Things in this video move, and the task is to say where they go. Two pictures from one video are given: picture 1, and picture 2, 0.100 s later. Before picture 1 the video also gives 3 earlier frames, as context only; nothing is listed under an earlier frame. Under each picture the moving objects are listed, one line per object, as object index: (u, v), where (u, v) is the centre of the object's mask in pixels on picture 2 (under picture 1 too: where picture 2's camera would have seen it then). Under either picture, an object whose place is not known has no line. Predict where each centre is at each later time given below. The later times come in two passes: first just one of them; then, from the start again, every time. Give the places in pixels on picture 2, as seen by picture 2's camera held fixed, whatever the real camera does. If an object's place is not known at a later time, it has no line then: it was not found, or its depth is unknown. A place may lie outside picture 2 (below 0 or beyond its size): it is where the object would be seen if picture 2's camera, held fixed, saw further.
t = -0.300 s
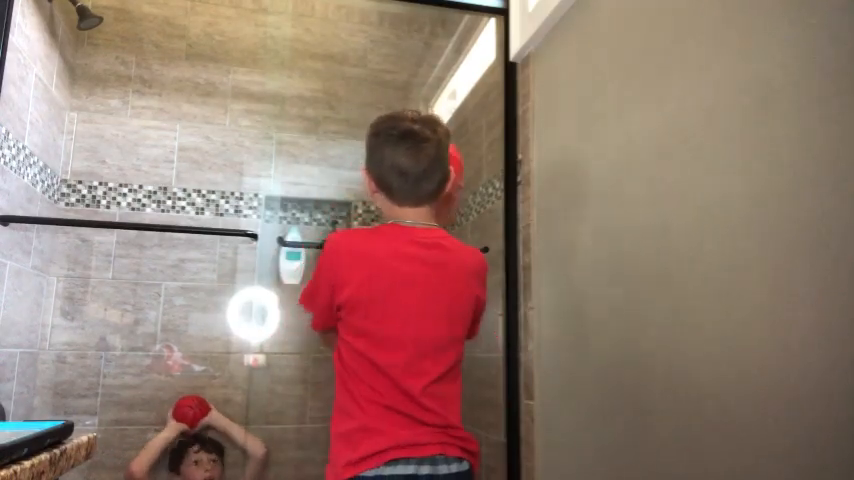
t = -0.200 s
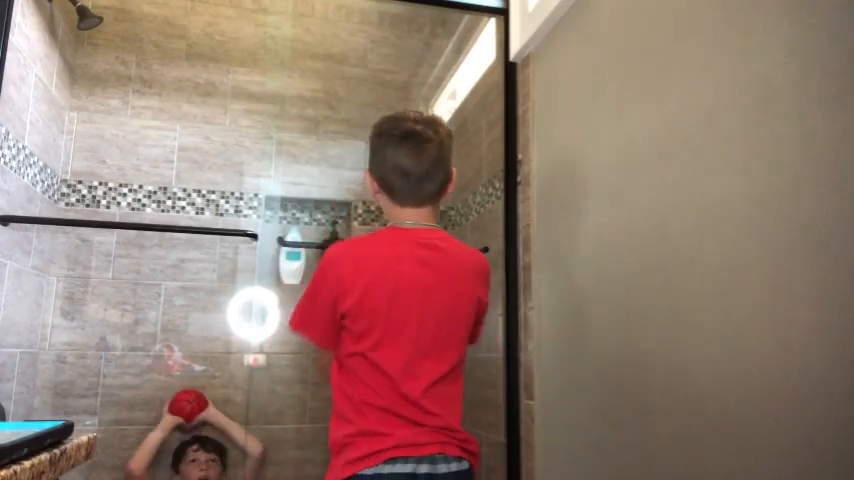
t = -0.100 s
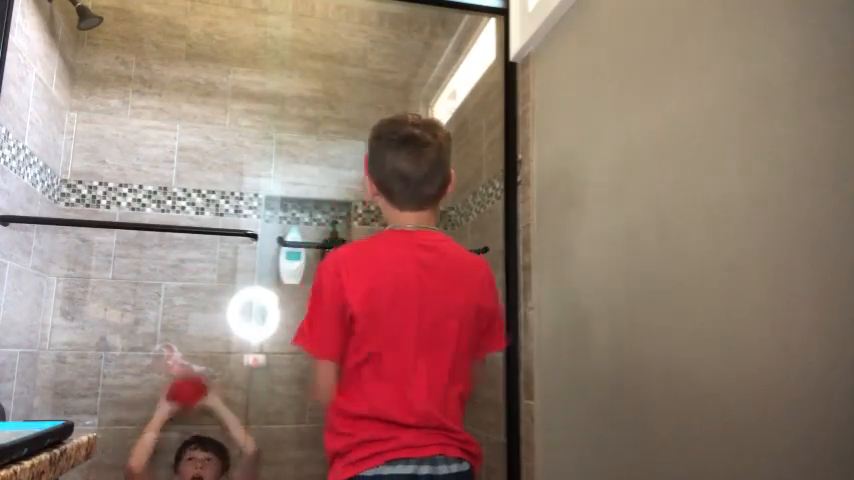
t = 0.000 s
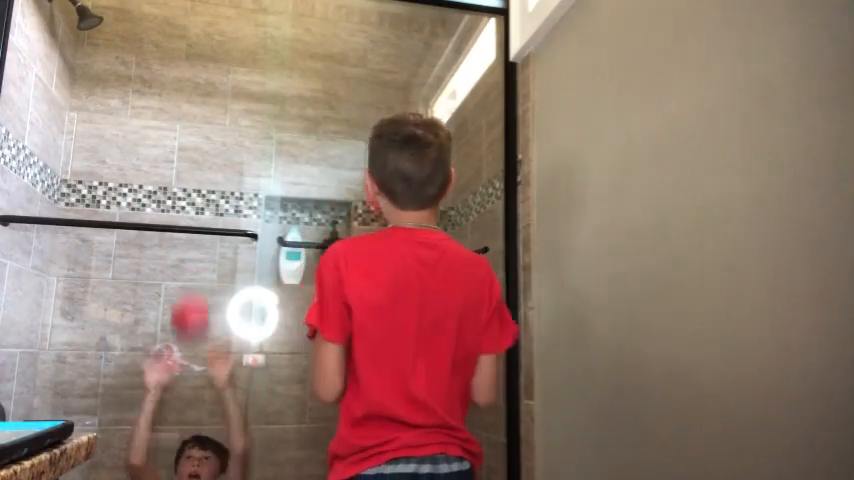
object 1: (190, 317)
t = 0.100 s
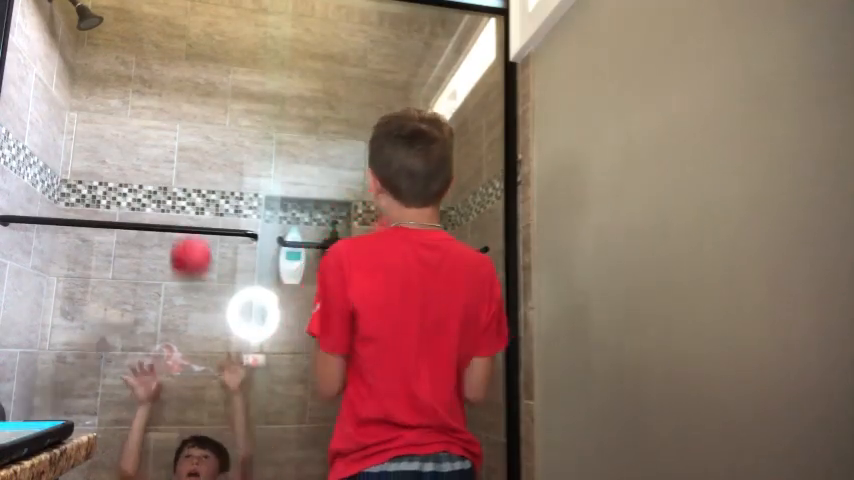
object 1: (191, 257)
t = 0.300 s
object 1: (184, 221)
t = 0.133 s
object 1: (190, 247)
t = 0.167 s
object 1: (189, 234)
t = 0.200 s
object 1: (189, 224)
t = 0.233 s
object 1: (187, 219)
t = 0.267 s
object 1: (185, 219)
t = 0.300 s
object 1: (184, 221)
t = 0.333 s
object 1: (182, 237)
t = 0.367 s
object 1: (181, 253)
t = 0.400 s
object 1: (180, 267)
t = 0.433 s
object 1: (178, 287)
